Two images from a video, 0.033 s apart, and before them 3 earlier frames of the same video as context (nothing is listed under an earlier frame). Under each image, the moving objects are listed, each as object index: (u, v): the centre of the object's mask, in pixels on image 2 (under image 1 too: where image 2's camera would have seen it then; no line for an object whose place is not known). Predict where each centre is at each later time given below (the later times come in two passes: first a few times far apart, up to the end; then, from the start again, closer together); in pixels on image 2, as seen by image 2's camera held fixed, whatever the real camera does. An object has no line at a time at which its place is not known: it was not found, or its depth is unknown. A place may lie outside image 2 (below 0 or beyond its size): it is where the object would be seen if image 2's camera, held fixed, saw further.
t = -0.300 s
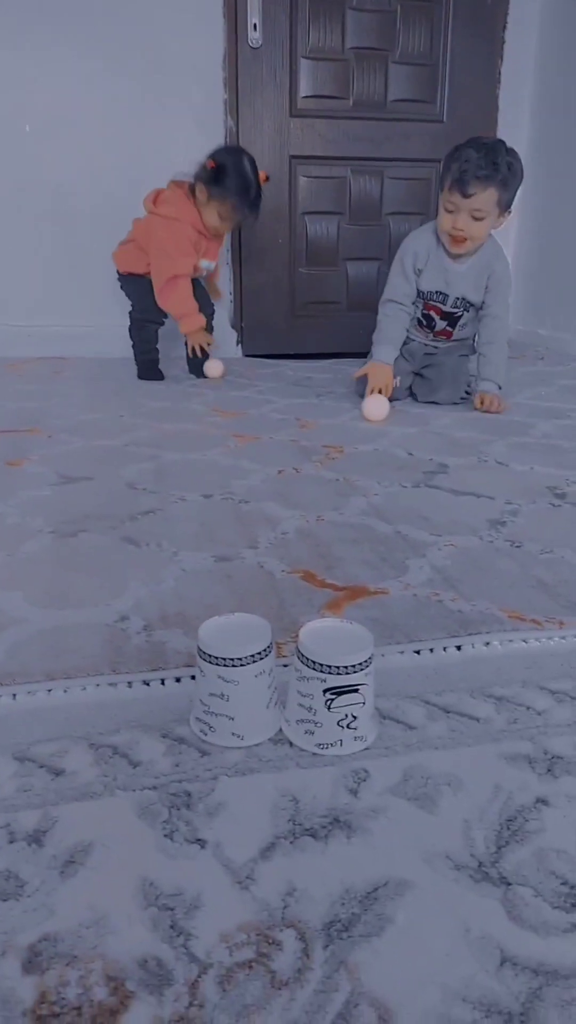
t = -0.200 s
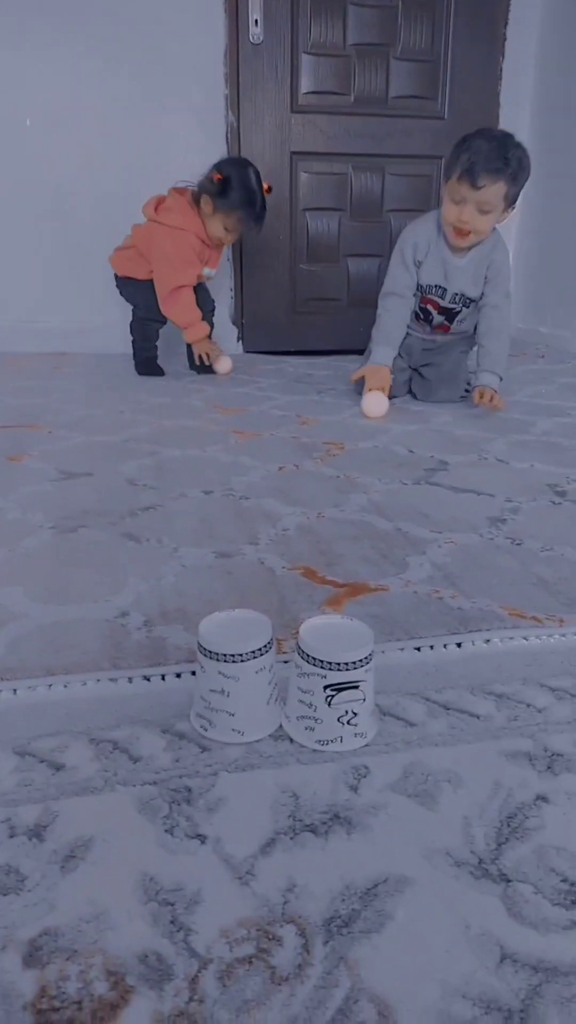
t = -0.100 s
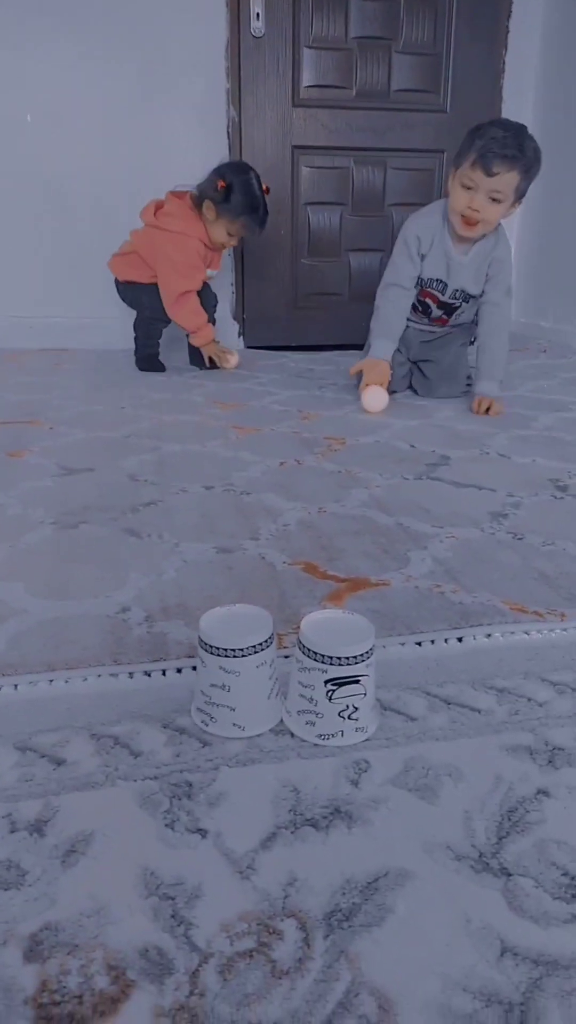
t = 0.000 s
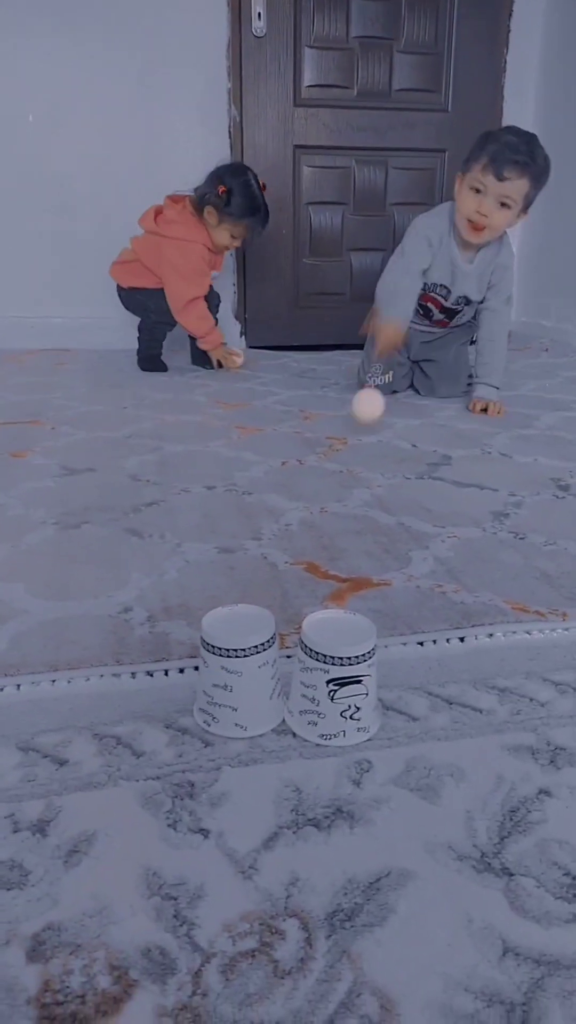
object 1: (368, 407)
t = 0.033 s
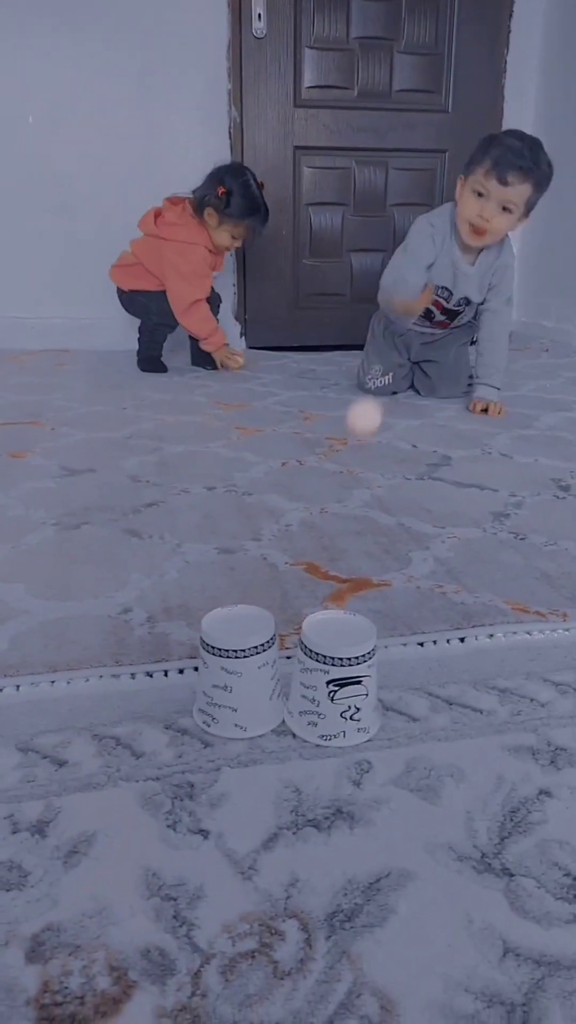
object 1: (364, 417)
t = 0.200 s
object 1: (328, 493)
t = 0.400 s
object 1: (254, 604)
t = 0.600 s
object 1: (186, 700)
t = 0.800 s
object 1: (78, 837)
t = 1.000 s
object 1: (12, 928)
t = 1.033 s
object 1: (2, 941)
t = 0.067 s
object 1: (359, 439)
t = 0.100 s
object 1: (351, 472)
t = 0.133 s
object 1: (343, 483)
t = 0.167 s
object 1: (337, 482)
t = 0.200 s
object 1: (328, 493)
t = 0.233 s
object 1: (319, 512)
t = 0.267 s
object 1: (306, 546)
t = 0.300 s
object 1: (291, 589)
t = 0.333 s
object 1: (280, 600)
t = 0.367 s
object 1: (266, 607)
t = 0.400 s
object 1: (254, 604)
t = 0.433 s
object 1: (244, 615)
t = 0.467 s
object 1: (239, 628)
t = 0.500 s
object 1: (236, 645)
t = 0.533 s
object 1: (228, 679)
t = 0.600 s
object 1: (186, 700)
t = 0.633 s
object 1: (159, 730)
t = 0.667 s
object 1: (139, 762)
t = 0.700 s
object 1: (122, 788)
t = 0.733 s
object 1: (104, 803)
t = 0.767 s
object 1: (90, 821)
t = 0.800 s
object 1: (78, 837)
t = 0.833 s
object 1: (68, 855)
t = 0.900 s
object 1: (47, 879)
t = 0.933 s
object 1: (33, 895)
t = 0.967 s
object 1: (23, 912)
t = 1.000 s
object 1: (12, 928)
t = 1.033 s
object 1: (2, 941)
